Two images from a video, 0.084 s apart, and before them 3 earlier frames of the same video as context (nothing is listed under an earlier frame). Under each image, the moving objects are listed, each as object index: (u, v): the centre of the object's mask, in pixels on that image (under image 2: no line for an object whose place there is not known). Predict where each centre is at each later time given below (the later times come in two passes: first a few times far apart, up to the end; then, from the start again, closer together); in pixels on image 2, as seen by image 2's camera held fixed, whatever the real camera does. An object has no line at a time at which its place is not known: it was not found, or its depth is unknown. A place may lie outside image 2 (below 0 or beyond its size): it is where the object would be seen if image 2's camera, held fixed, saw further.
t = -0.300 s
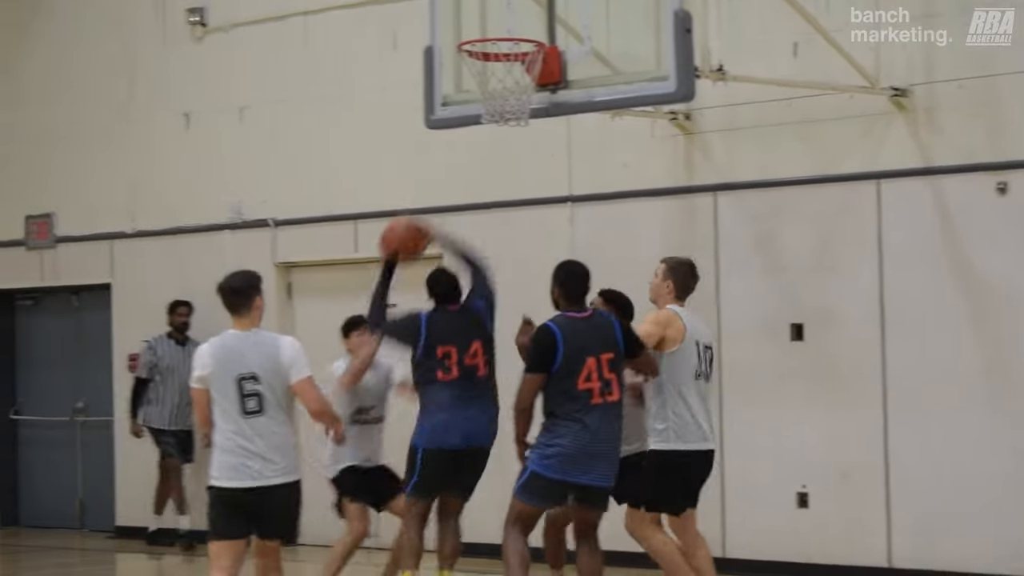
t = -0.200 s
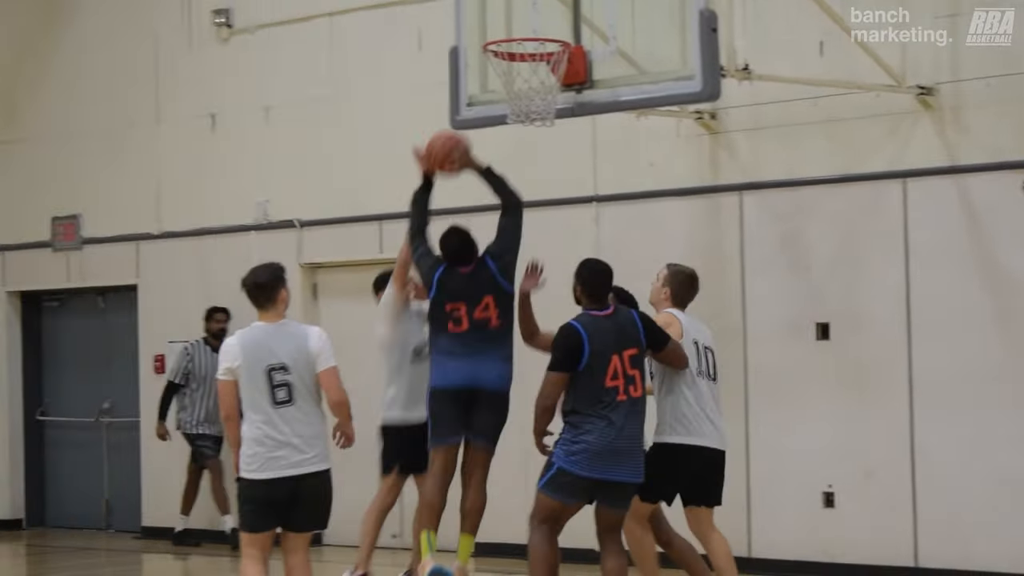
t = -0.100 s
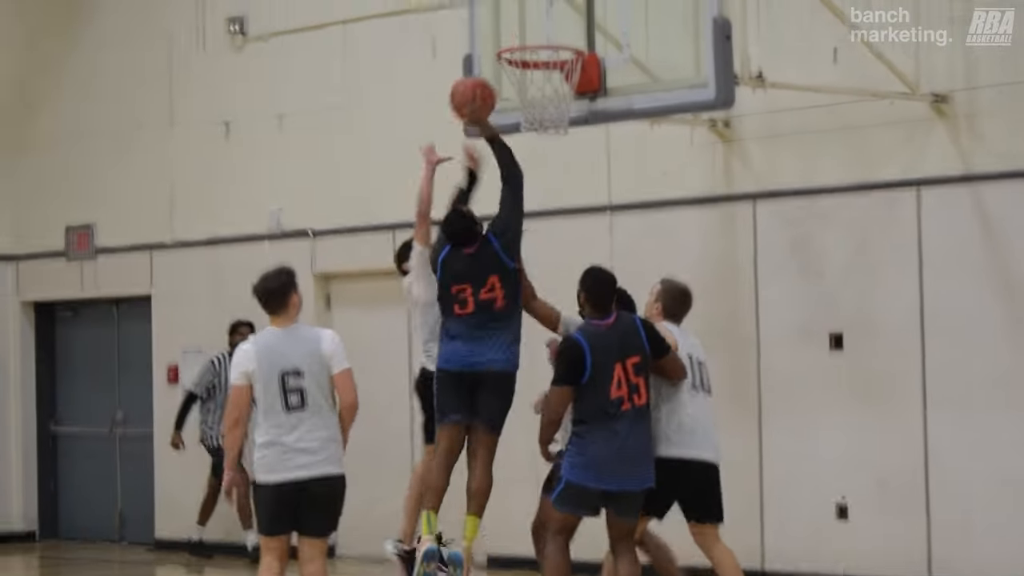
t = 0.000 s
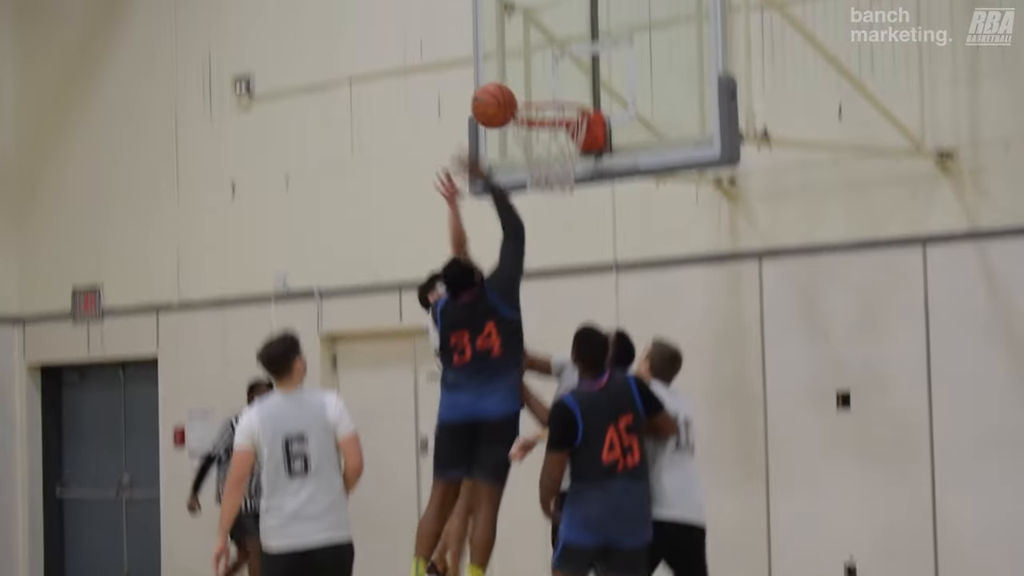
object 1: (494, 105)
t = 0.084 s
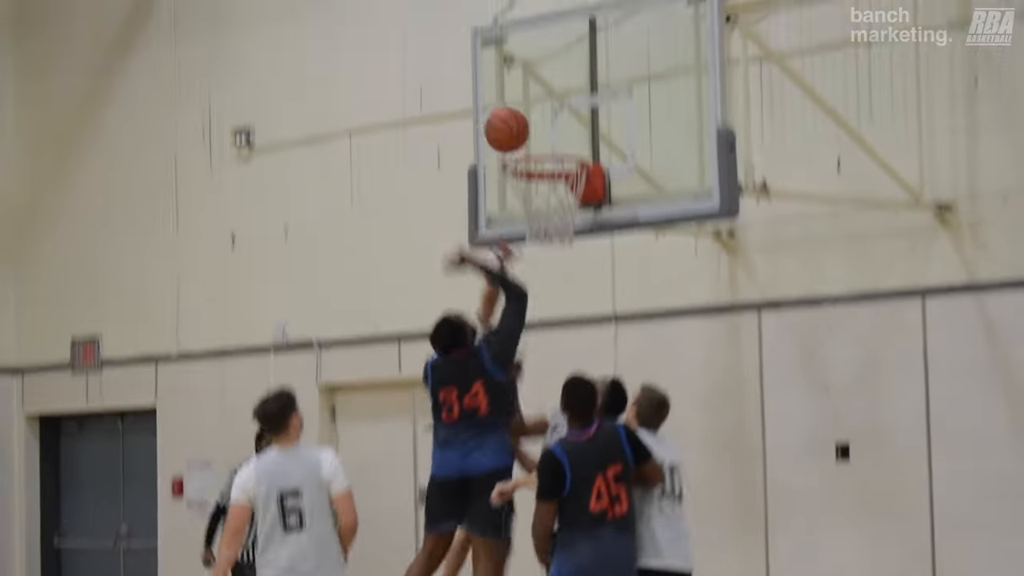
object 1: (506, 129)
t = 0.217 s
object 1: (528, 114)
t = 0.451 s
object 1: (562, 160)
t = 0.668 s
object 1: (536, 198)
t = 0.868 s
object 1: (564, 287)
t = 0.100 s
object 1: (509, 125)
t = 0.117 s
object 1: (512, 122)
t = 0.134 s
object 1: (515, 120)
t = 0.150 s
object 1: (517, 117)
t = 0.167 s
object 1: (520, 116)
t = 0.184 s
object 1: (523, 115)
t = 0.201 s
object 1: (526, 114)
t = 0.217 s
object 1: (528, 114)
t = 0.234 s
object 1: (531, 114)
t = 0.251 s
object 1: (534, 115)
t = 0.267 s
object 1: (536, 116)
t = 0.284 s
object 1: (538, 118)
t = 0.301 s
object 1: (541, 120)
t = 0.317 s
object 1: (544, 123)
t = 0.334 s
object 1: (547, 127)
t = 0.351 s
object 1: (550, 130)
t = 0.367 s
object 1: (552, 135)
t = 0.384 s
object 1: (555, 138)
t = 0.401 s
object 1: (558, 144)
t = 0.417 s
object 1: (560, 149)
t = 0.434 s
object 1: (562, 157)
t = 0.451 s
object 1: (562, 160)
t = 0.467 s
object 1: (558, 161)
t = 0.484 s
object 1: (553, 161)
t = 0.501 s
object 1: (546, 163)
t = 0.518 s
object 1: (542, 165)
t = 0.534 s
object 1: (536, 167)
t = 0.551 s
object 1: (531, 170)
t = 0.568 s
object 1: (525, 173)
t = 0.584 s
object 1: (523, 176)
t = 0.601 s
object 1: (525, 179)
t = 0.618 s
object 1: (528, 183)
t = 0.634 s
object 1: (530, 188)
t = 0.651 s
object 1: (534, 192)
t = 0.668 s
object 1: (536, 198)
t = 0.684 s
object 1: (539, 204)
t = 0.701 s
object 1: (542, 210)
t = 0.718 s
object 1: (543, 214)
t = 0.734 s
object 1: (547, 221)
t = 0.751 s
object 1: (549, 227)
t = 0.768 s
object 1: (552, 237)
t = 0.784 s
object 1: (554, 248)
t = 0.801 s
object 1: (555, 252)
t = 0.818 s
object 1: (558, 259)
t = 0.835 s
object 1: (560, 268)
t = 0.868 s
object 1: (564, 287)
